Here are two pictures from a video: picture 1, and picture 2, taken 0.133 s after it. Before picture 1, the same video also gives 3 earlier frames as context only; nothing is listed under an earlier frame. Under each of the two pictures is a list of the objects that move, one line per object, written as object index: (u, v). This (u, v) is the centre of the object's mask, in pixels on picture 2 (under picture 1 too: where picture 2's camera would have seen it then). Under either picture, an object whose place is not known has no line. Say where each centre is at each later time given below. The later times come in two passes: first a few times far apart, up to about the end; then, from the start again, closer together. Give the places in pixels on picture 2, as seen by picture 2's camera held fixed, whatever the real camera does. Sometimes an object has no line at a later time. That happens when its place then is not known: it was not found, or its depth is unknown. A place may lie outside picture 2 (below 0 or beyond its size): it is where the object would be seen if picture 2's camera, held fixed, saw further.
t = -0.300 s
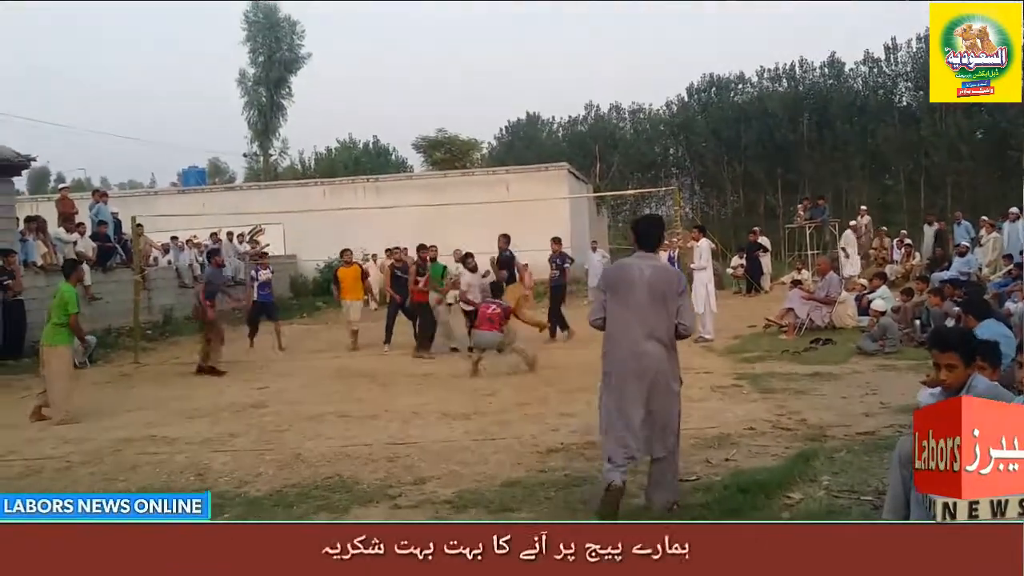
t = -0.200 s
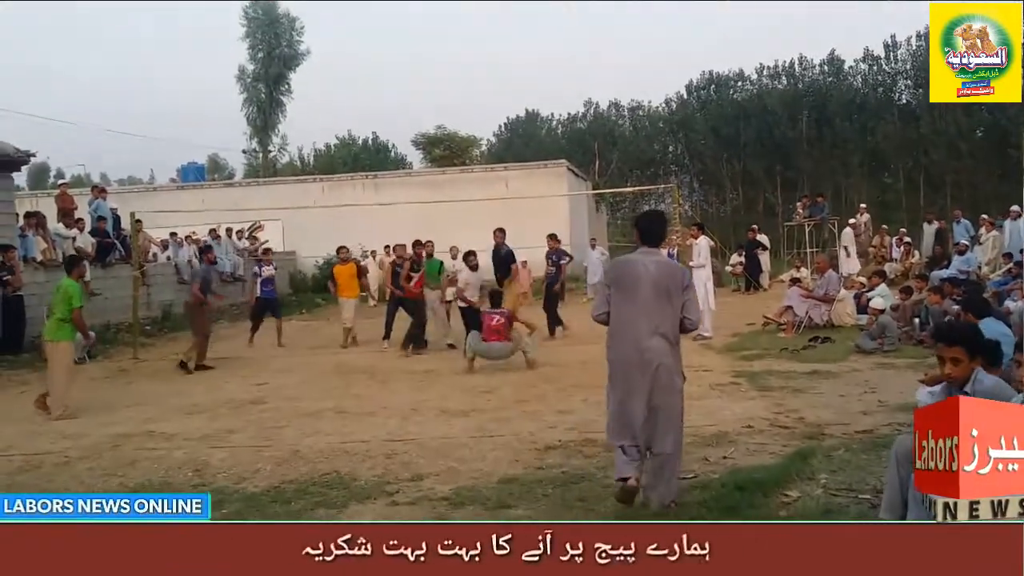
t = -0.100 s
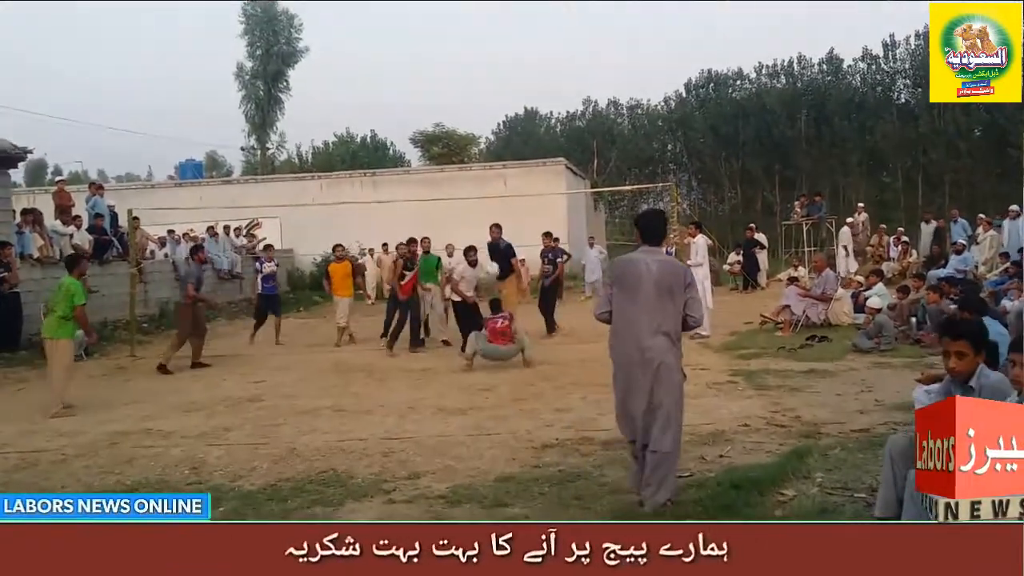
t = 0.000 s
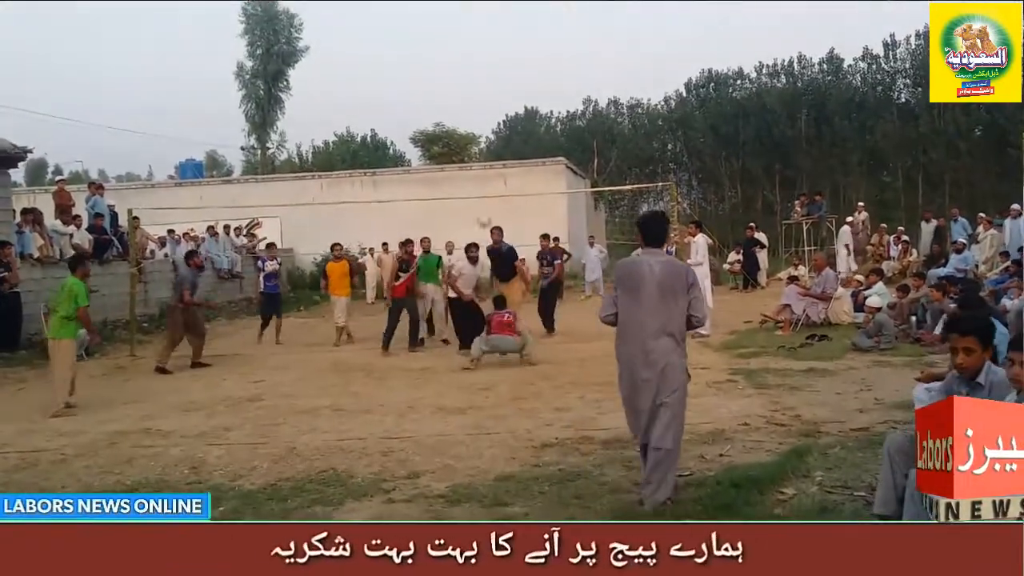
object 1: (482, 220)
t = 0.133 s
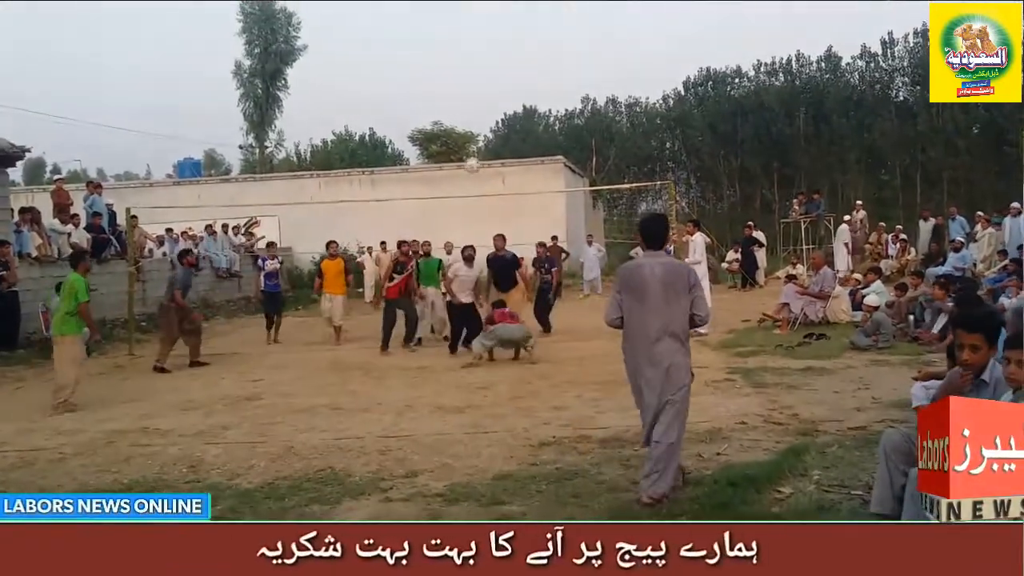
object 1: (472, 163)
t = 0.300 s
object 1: (460, 115)
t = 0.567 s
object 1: (444, 78)
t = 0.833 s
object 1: (430, 93)
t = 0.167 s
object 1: (470, 151)
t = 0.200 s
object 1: (467, 143)
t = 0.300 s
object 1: (460, 115)
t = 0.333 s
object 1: (457, 108)
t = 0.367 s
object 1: (456, 101)
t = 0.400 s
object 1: (453, 94)
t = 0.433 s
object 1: (451, 89)
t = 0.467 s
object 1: (449, 86)
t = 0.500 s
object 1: (448, 82)
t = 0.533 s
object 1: (445, 79)
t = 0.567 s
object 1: (444, 78)
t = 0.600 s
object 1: (442, 77)
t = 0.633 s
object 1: (440, 77)
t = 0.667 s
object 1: (439, 78)
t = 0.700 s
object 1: (437, 79)
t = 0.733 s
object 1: (435, 81)
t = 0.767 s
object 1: (433, 87)
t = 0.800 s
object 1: (431, 89)
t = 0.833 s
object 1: (430, 93)
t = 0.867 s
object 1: (429, 99)
